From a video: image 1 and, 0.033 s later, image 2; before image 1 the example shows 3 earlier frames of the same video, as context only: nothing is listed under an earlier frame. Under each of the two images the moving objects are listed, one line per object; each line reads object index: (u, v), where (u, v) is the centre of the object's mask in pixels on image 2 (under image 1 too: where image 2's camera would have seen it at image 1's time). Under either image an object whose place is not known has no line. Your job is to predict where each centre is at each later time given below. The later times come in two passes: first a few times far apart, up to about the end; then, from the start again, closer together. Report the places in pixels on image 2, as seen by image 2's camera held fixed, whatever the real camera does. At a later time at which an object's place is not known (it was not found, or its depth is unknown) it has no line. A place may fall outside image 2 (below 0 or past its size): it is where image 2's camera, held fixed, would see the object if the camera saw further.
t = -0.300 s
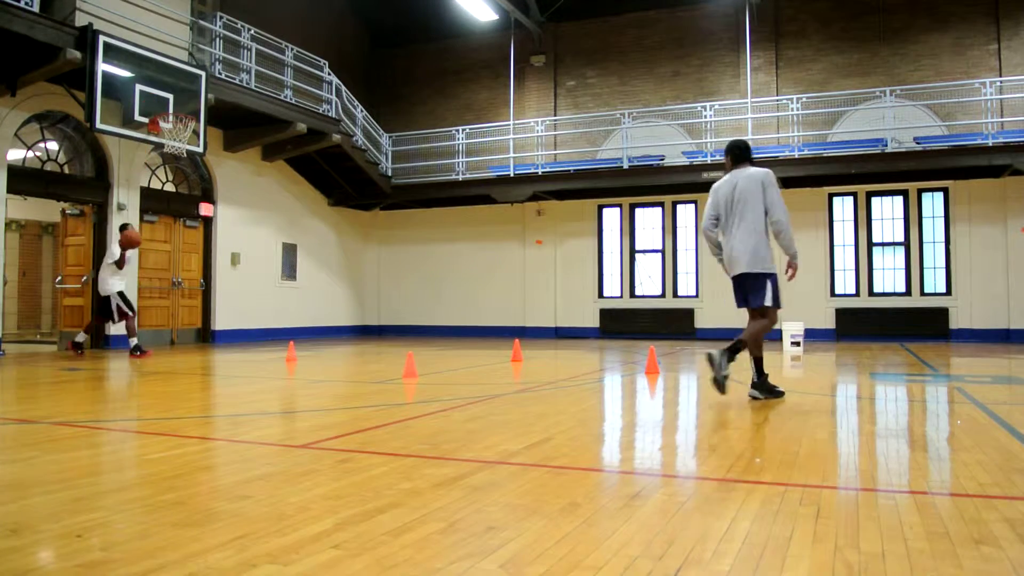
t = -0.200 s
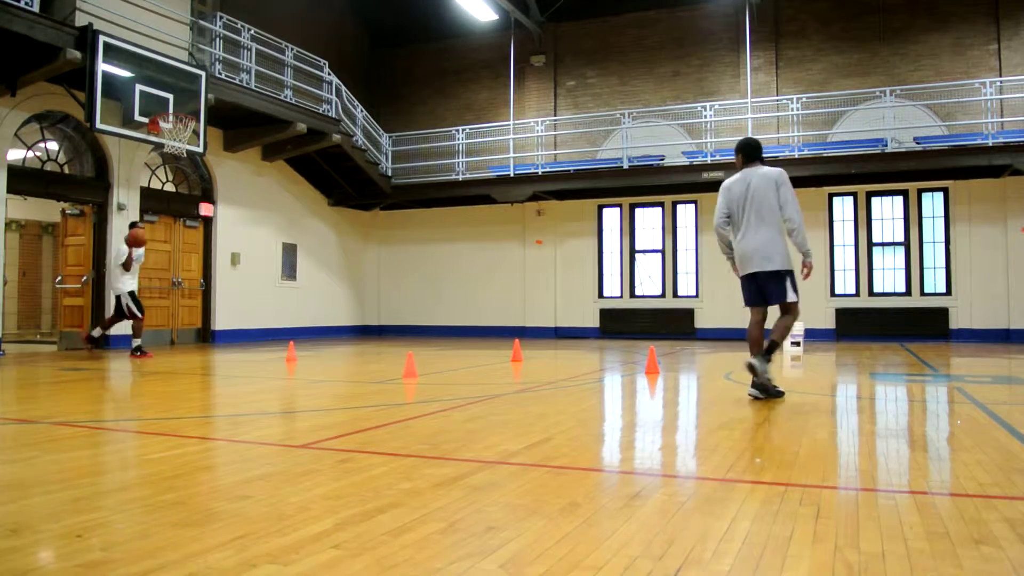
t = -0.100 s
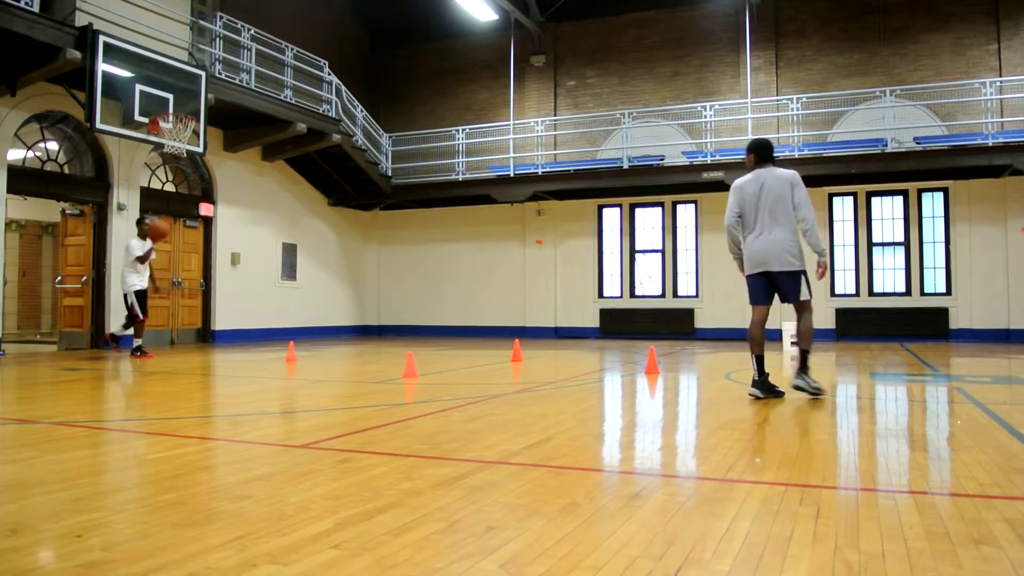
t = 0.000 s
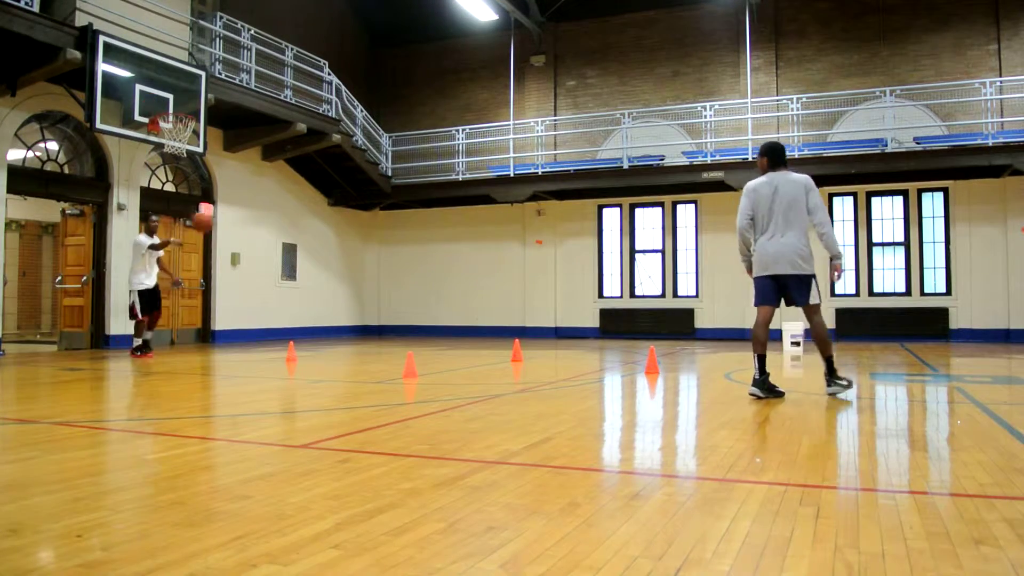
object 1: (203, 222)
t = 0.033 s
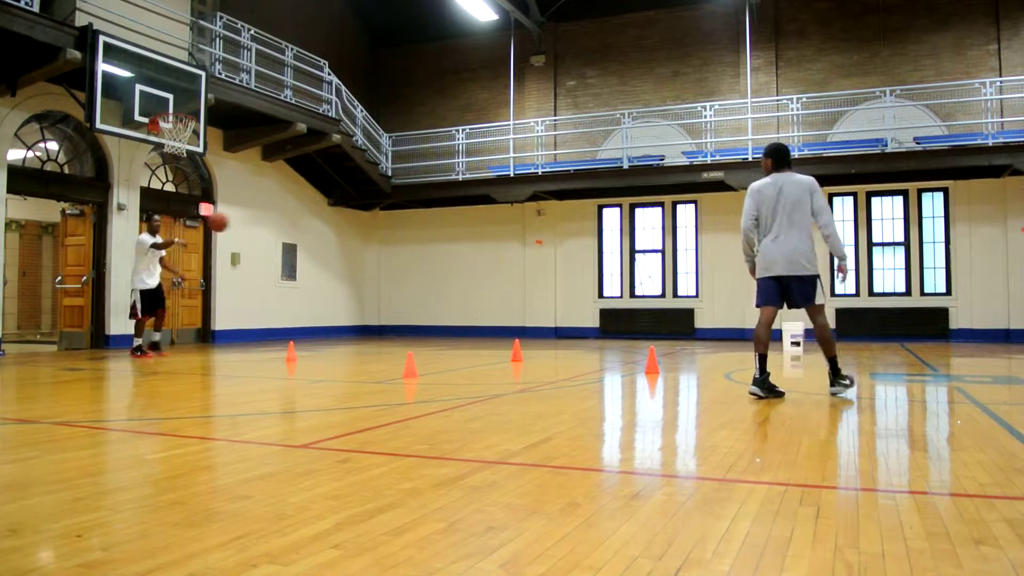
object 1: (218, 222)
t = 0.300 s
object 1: (358, 255)
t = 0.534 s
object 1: (502, 347)
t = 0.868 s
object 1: (625, 264)
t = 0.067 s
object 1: (235, 222)
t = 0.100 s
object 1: (251, 224)
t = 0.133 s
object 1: (268, 227)
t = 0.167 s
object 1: (285, 230)
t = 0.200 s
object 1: (302, 234)
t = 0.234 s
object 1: (321, 240)
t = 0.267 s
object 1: (340, 248)
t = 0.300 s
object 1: (358, 255)
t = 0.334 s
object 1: (378, 265)
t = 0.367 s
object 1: (397, 275)
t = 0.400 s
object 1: (418, 287)
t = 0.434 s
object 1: (439, 301)
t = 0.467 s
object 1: (460, 316)
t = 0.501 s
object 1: (482, 332)
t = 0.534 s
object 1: (502, 347)
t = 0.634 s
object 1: (546, 333)
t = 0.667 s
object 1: (557, 320)
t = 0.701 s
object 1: (568, 307)
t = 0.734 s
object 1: (579, 296)
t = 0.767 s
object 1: (590, 286)
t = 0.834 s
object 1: (612, 271)
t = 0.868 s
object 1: (625, 264)
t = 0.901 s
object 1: (635, 259)
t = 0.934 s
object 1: (647, 255)
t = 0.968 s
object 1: (660, 252)
